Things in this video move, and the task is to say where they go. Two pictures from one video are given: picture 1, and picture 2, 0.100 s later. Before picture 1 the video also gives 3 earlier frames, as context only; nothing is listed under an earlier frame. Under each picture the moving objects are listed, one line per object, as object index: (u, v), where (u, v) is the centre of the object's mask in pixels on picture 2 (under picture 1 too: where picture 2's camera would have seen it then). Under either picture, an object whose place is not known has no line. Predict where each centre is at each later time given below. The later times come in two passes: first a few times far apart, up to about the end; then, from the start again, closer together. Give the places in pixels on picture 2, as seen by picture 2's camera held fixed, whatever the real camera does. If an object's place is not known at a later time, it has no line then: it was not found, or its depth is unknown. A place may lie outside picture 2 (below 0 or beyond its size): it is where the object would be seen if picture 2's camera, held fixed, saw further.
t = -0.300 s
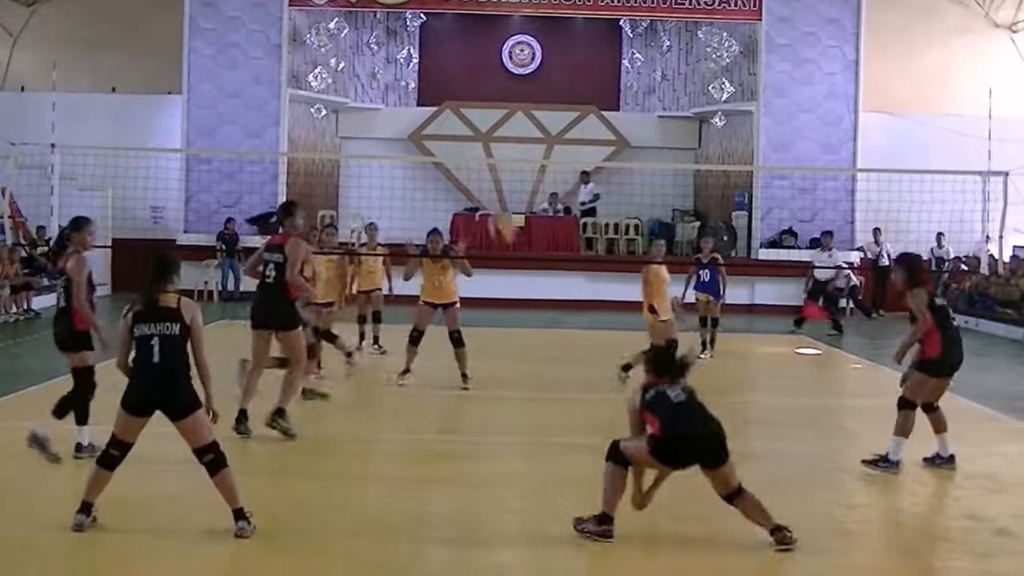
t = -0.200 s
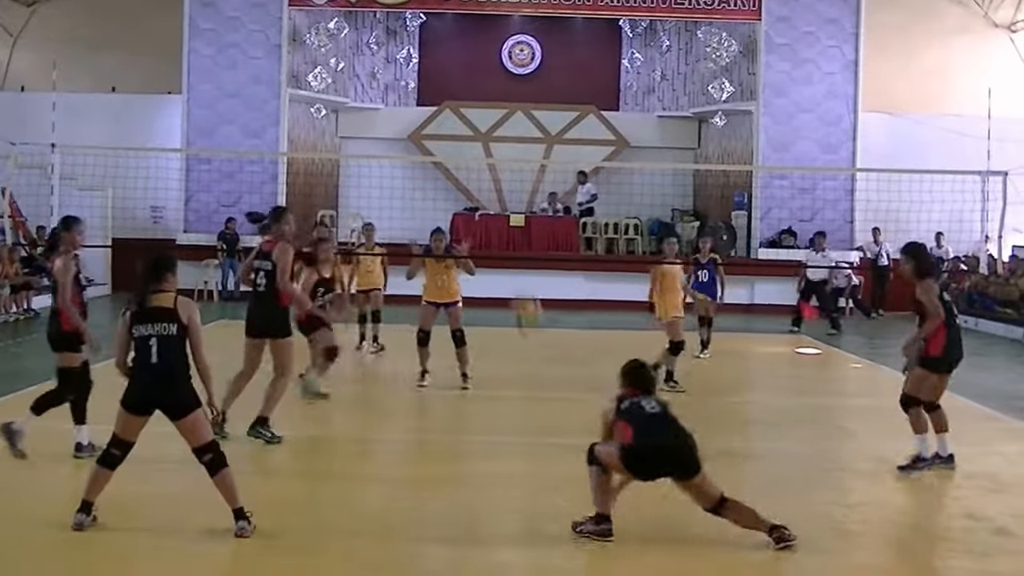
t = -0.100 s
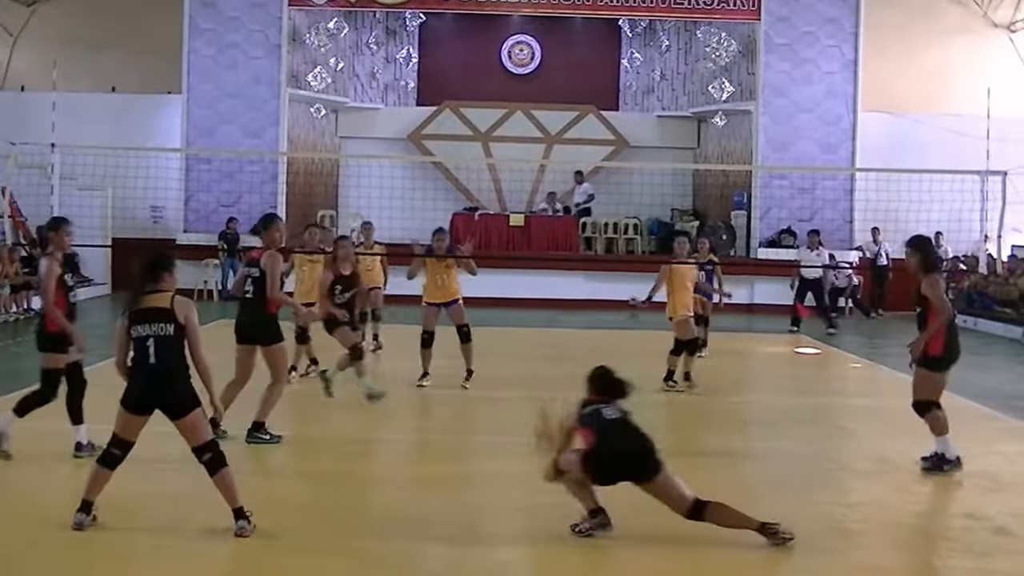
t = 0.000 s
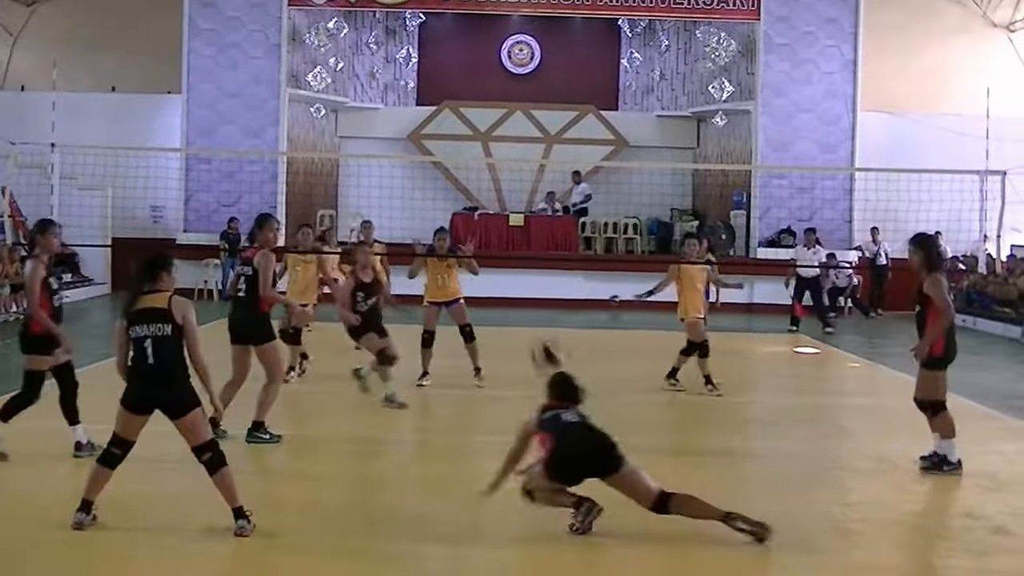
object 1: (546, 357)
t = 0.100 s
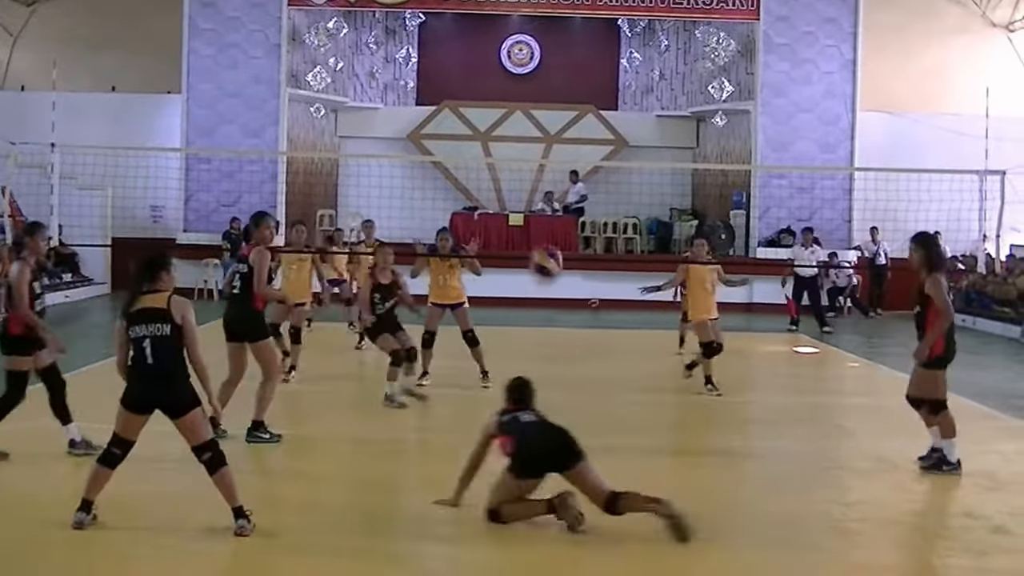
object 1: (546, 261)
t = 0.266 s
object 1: (541, 163)
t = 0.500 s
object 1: (535, 92)
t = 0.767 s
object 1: (528, 110)
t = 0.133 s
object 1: (544, 234)
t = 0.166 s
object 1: (545, 219)
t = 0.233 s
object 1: (542, 180)
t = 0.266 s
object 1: (541, 163)
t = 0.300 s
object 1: (538, 147)
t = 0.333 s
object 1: (539, 130)
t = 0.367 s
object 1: (538, 124)
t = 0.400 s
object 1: (538, 111)
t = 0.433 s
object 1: (536, 103)
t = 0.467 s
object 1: (536, 97)
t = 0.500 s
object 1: (535, 92)
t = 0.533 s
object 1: (534, 91)
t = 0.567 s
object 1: (534, 89)
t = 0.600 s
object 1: (533, 90)
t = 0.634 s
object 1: (531, 91)
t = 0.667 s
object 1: (531, 93)
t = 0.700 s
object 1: (529, 98)
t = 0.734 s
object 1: (528, 106)
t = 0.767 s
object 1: (528, 110)
